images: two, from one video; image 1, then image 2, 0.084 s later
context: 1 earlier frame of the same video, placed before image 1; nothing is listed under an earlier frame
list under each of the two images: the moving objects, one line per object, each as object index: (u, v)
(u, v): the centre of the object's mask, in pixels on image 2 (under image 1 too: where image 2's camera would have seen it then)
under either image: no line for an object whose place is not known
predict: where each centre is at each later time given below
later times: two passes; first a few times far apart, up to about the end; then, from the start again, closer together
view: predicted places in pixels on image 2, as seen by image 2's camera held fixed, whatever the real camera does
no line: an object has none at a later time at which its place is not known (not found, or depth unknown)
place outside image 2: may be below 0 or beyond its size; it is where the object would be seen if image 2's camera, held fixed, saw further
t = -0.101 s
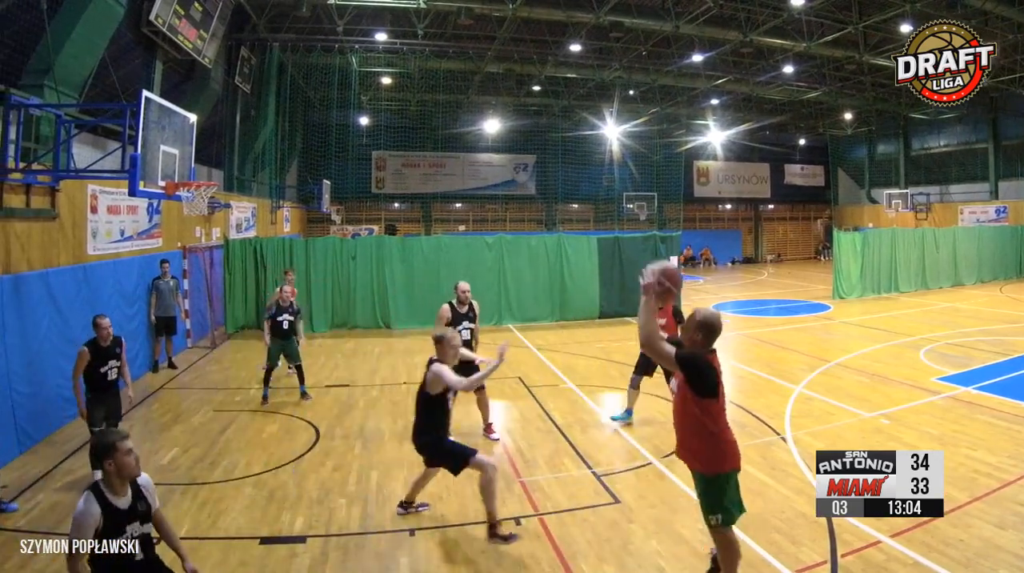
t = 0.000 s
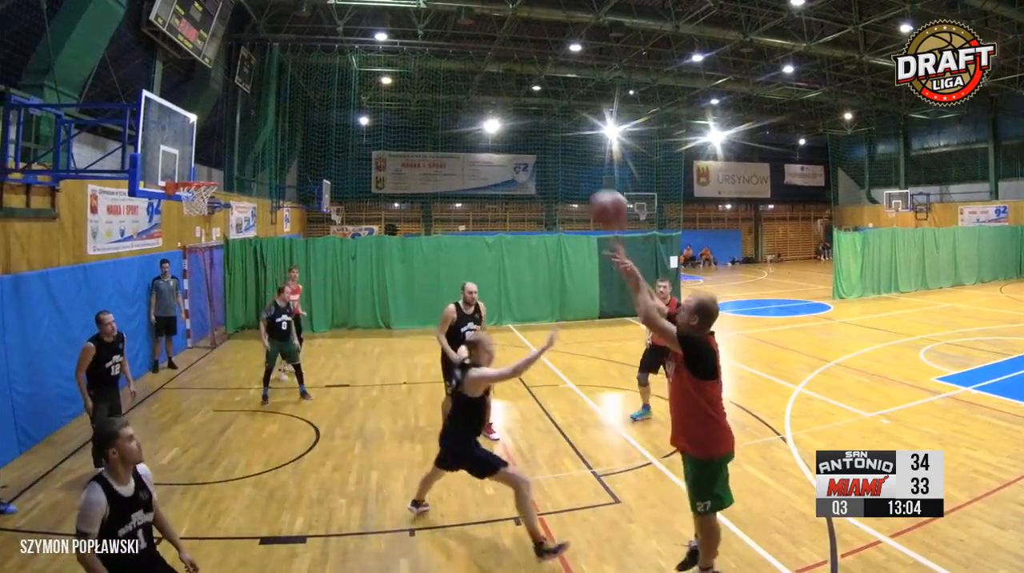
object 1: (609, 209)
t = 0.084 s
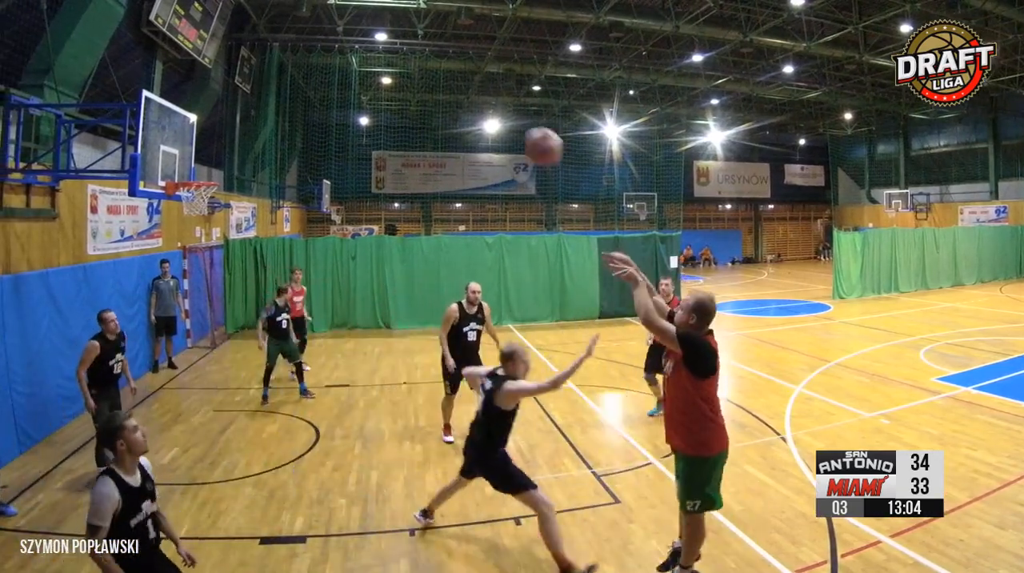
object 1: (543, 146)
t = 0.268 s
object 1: (426, 63)
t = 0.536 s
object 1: (306, 40)
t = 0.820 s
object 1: (217, 92)
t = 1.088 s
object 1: (197, 178)
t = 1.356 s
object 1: (189, 200)
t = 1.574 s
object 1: (175, 240)
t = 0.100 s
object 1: (531, 135)
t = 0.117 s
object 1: (520, 125)
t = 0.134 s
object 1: (508, 116)
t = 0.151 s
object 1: (496, 105)
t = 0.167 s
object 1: (486, 99)
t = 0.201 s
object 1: (465, 85)
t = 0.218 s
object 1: (454, 79)
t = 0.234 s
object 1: (445, 73)
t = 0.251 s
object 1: (436, 68)
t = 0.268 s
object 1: (426, 63)
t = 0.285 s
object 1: (418, 59)
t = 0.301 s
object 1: (409, 54)
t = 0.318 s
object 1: (400, 51)
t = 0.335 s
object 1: (393, 48)
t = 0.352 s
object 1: (384, 46)
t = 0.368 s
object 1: (376, 44)
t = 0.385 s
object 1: (369, 42)
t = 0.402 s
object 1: (360, 40)
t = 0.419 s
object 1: (353, 39)
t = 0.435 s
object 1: (346, 38)
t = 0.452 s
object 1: (338, 39)
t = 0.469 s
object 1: (333, 38)
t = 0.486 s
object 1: (326, 38)
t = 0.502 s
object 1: (319, 39)
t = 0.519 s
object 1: (312, 39)
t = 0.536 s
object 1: (306, 40)
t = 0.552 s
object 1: (300, 41)
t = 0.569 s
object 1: (294, 43)
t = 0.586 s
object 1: (289, 45)
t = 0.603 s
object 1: (282, 47)
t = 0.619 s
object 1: (277, 49)
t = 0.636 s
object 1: (271, 52)
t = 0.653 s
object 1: (266, 54)
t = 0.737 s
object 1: (240, 71)
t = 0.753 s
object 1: (236, 76)
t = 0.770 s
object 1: (230, 80)
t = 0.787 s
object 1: (226, 84)
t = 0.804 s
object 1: (221, 88)
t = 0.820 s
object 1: (217, 92)
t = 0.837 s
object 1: (213, 98)
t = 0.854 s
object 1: (207, 103)
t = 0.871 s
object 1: (205, 107)
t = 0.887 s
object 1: (200, 113)
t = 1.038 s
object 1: (186, 163)
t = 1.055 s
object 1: (190, 170)
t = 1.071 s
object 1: (193, 174)
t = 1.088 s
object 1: (197, 178)
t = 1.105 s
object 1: (203, 177)
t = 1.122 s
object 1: (207, 179)
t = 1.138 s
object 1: (210, 181)
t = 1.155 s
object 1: (209, 181)
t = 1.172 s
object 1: (207, 191)
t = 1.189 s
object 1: (206, 194)
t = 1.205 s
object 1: (203, 193)
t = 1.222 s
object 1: (199, 195)
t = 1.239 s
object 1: (197, 196)
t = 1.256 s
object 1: (196, 194)
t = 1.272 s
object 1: (191, 193)
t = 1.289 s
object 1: (192, 195)
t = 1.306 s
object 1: (189, 196)
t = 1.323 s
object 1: (188, 197)
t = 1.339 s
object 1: (190, 199)
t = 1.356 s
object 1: (189, 200)
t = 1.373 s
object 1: (188, 201)
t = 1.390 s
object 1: (184, 209)
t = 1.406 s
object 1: (183, 210)
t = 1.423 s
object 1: (182, 212)
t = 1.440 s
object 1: (181, 214)
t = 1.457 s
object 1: (181, 213)
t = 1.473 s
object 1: (180, 217)
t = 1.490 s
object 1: (179, 220)
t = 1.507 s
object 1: (179, 223)
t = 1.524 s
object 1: (178, 227)
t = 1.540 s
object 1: (177, 230)
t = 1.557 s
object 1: (176, 235)
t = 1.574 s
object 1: (175, 240)
